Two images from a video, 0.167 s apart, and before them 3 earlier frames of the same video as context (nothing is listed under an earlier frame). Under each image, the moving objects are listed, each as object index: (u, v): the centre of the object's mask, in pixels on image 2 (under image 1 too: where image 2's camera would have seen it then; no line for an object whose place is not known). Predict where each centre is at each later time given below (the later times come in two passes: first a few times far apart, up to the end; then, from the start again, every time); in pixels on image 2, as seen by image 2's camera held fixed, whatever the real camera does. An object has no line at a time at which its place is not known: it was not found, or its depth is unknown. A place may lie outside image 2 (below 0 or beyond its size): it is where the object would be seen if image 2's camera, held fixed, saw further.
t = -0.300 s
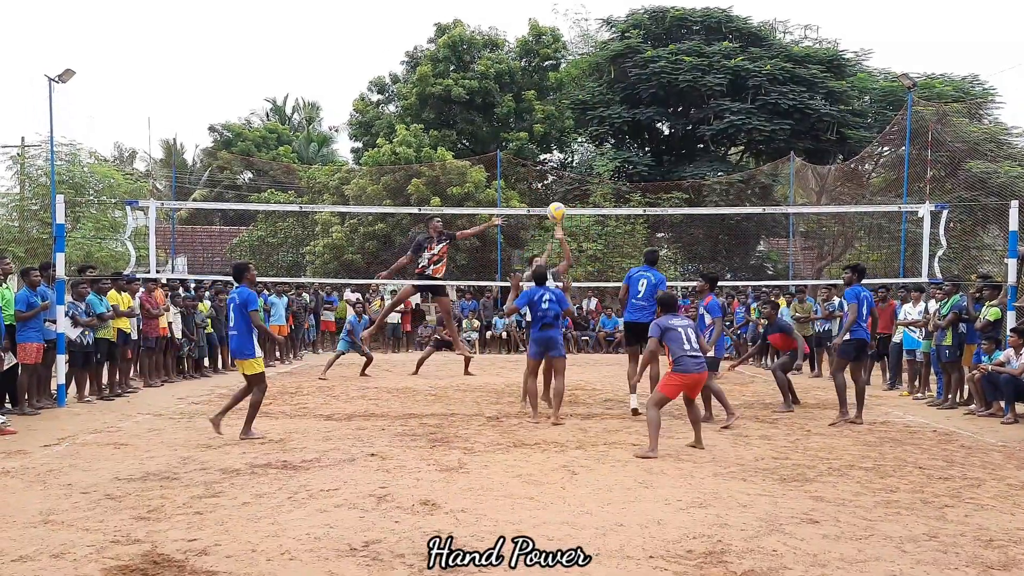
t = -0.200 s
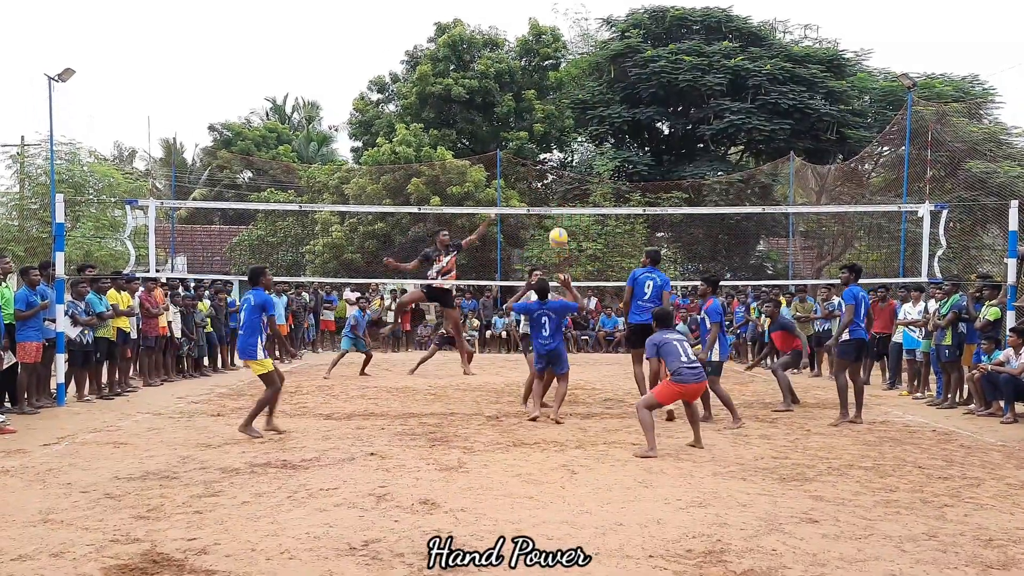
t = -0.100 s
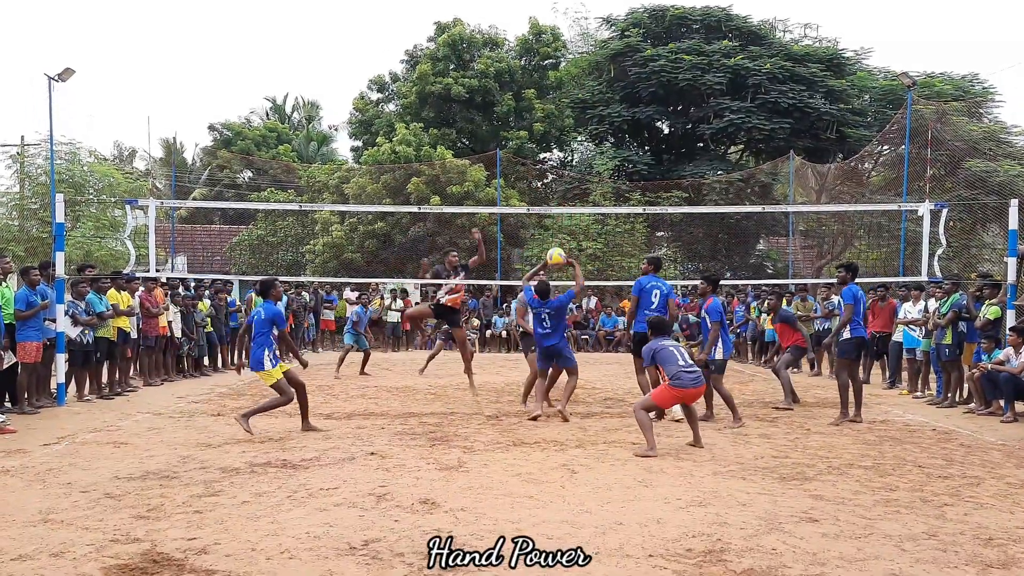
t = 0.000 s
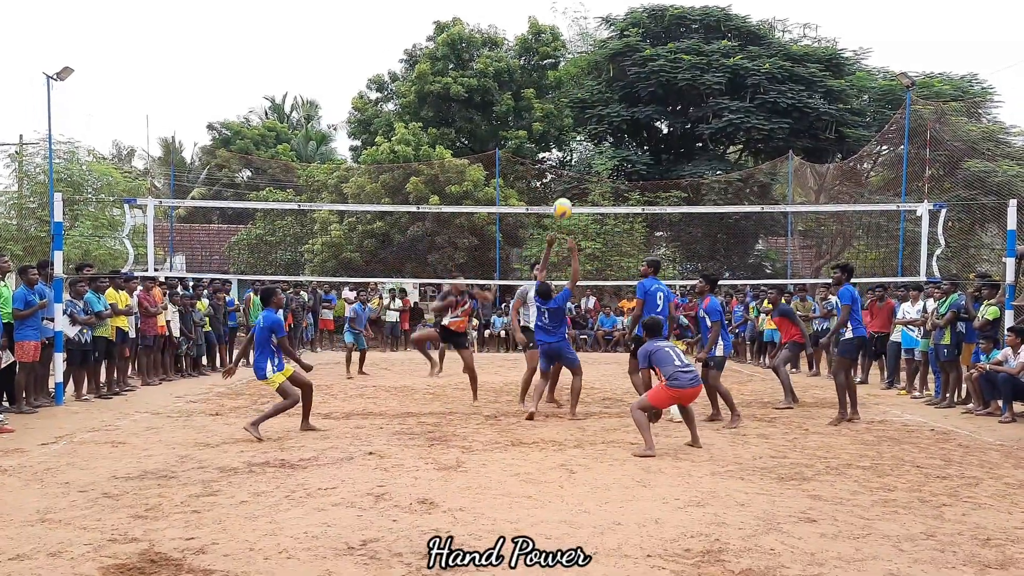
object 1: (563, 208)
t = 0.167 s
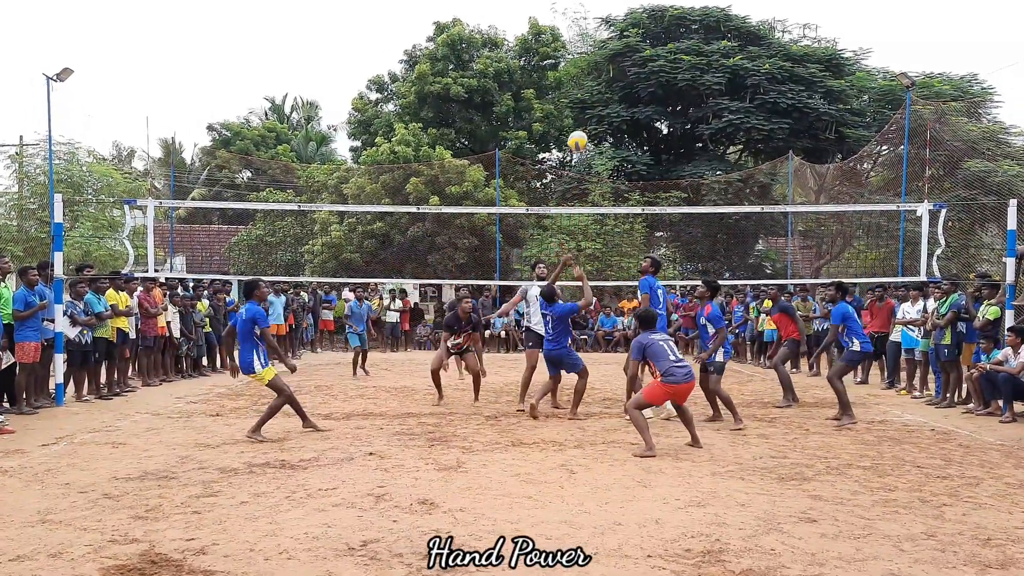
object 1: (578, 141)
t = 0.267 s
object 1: (587, 112)
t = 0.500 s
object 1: (609, 77)
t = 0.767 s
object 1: (634, 99)
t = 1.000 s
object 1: (656, 175)
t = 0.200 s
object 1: (581, 130)
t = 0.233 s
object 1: (584, 121)
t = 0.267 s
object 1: (587, 112)
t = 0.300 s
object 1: (590, 104)
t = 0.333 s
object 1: (593, 97)
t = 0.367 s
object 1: (596, 91)
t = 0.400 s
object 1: (600, 86)
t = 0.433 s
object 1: (603, 82)
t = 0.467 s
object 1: (606, 79)
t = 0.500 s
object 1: (609, 77)
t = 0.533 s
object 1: (612, 76)
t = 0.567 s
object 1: (615, 76)
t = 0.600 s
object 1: (619, 78)
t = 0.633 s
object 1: (622, 80)
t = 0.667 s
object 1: (625, 83)
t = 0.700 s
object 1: (628, 87)
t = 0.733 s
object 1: (631, 93)
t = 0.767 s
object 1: (634, 99)
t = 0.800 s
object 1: (637, 107)
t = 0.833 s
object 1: (641, 116)
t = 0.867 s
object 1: (644, 125)
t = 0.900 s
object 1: (647, 136)
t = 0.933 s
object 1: (650, 148)
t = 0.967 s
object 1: (653, 161)
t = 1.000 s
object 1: (656, 175)
